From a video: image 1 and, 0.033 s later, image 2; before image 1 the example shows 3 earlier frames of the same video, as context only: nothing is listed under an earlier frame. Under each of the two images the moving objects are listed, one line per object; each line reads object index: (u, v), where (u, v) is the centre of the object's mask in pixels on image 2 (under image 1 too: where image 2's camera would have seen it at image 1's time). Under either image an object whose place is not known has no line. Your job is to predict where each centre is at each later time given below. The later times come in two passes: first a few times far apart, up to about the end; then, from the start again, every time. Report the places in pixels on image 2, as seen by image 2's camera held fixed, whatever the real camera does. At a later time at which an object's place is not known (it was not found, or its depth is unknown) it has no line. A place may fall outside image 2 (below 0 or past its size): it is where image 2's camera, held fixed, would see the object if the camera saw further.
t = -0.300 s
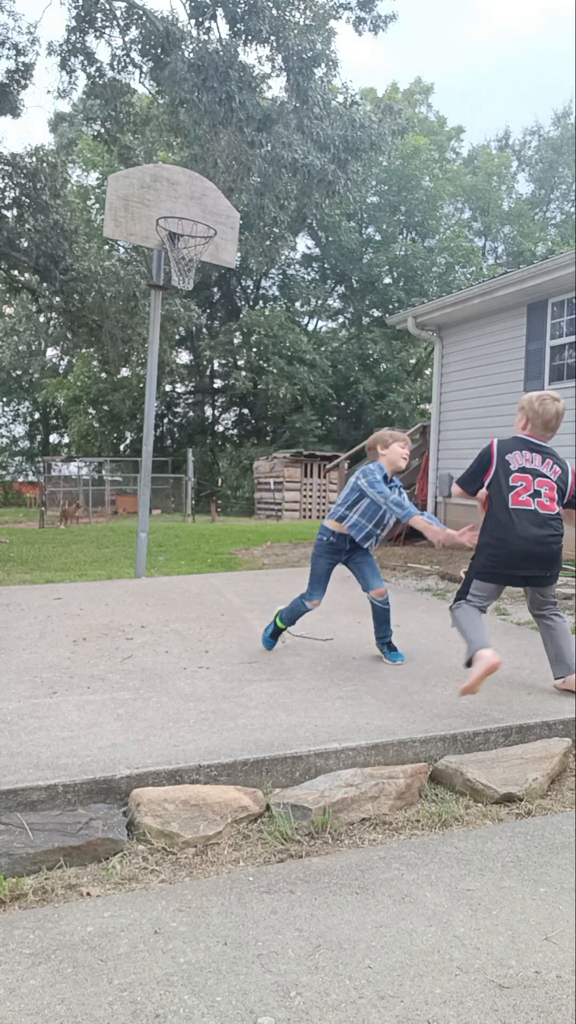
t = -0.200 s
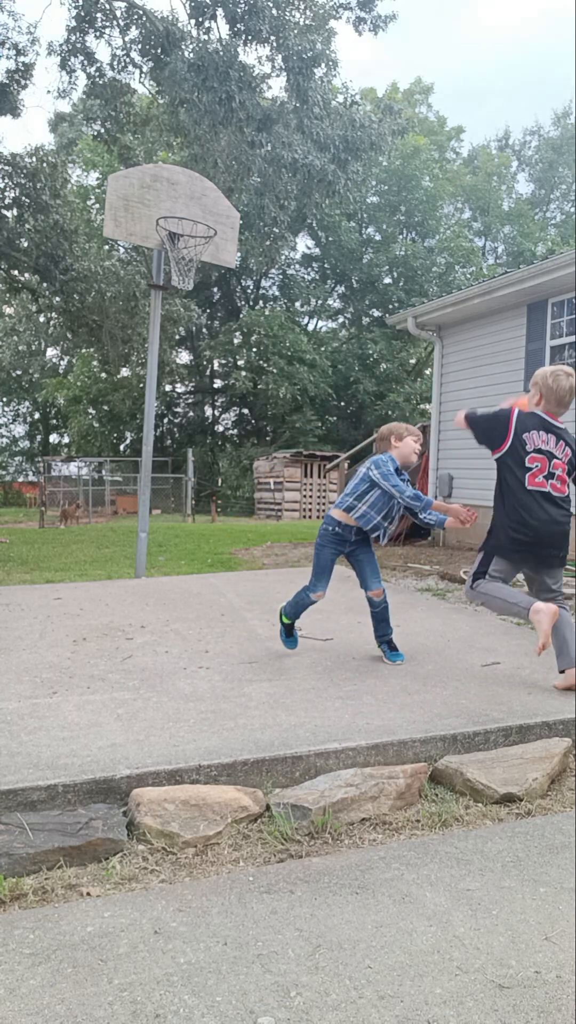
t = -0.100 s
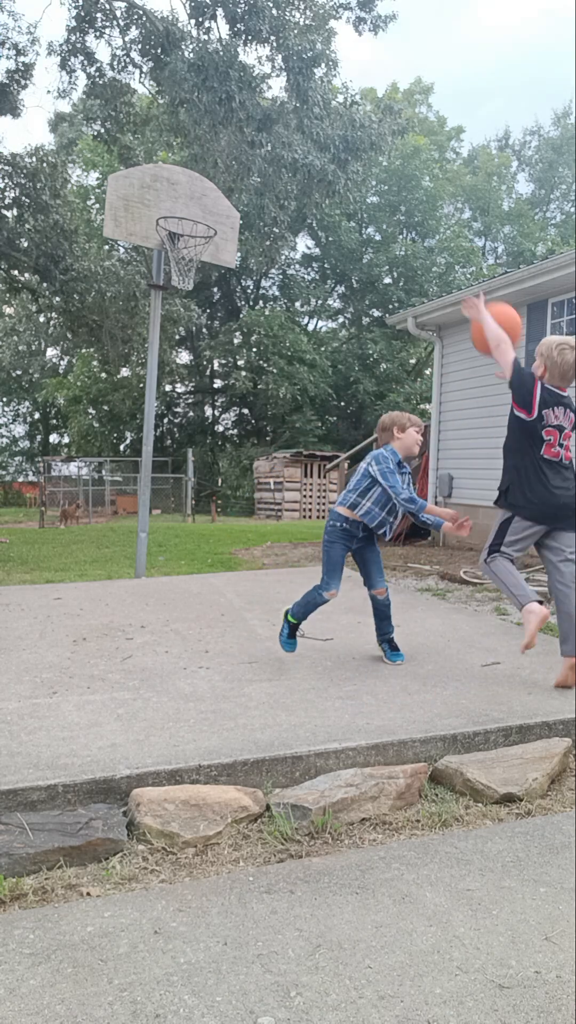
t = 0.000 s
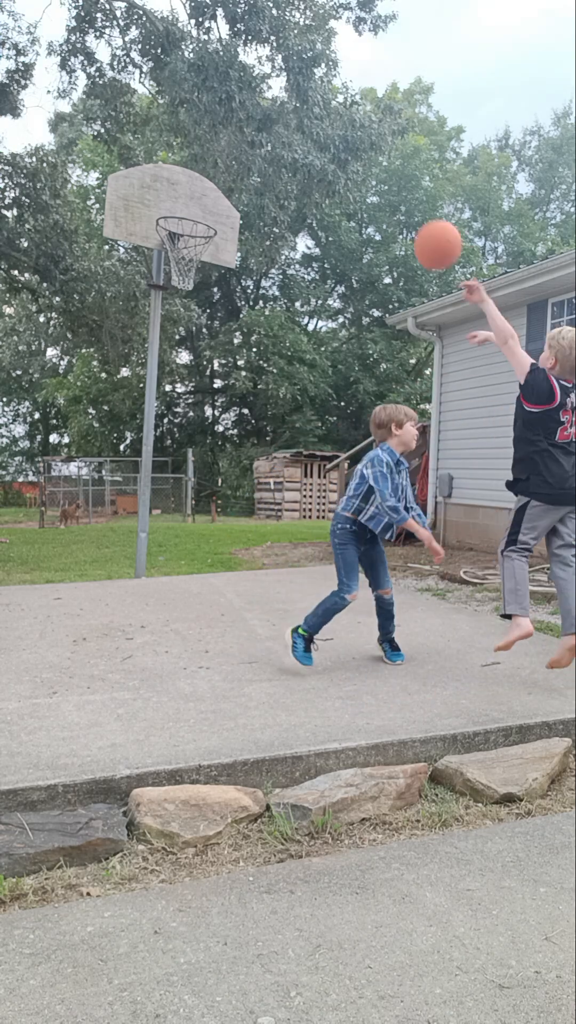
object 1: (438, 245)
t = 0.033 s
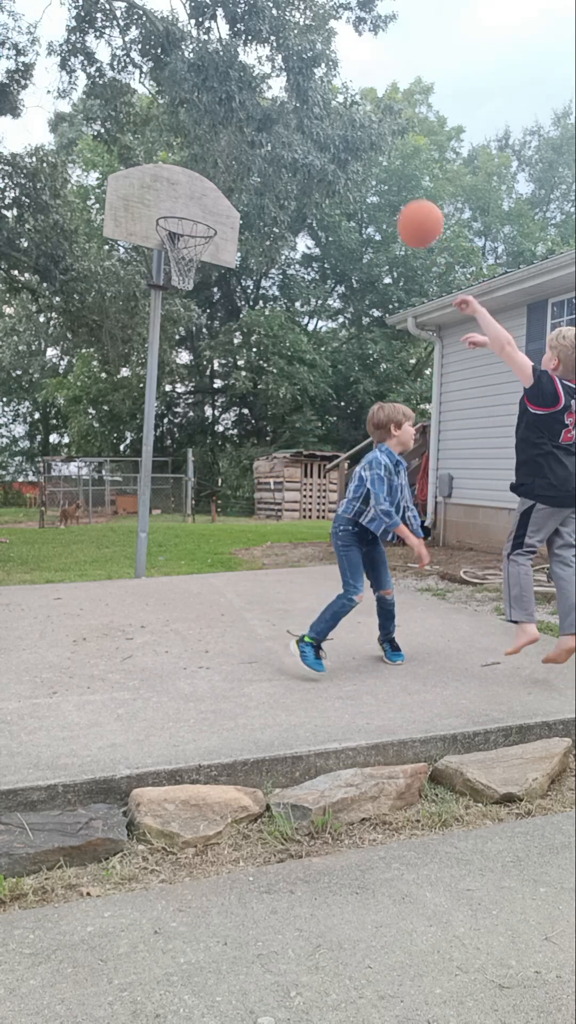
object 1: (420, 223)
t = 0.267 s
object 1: (322, 154)
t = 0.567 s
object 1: (235, 193)
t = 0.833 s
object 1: (221, 219)
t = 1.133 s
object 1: (247, 276)
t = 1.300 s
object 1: (260, 354)
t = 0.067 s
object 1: (404, 206)
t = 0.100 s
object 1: (389, 191)
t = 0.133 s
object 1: (374, 179)
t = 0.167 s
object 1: (360, 169)
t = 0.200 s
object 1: (346, 162)
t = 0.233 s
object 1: (334, 157)
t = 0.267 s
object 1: (322, 154)
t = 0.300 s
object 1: (310, 152)
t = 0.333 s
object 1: (299, 153)
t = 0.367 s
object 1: (289, 154)
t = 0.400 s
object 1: (279, 158)
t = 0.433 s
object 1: (269, 162)
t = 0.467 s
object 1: (260, 168)
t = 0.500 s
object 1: (252, 175)
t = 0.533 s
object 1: (243, 184)
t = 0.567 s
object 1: (235, 193)
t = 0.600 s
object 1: (228, 203)
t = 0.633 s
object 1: (220, 215)
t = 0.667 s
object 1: (214, 223)
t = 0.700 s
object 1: (214, 223)
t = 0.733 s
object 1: (214, 221)
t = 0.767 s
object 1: (215, 221)
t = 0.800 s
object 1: (218, 219)
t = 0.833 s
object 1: (221, 219)
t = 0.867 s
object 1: (224, 220)
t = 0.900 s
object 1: (226, 223)
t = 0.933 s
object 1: (229, 226)
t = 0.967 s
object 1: (232, 231)
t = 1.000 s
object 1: (235, 238)
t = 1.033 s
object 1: (238, 245)
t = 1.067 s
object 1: (241, 254)
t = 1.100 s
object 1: (244, 264)
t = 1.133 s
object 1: (247, 276)
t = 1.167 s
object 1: (249, 289)
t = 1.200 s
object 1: (252, 303)
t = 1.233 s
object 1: (255, 319)
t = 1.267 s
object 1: (257, 335)
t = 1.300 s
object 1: (260, 354)
